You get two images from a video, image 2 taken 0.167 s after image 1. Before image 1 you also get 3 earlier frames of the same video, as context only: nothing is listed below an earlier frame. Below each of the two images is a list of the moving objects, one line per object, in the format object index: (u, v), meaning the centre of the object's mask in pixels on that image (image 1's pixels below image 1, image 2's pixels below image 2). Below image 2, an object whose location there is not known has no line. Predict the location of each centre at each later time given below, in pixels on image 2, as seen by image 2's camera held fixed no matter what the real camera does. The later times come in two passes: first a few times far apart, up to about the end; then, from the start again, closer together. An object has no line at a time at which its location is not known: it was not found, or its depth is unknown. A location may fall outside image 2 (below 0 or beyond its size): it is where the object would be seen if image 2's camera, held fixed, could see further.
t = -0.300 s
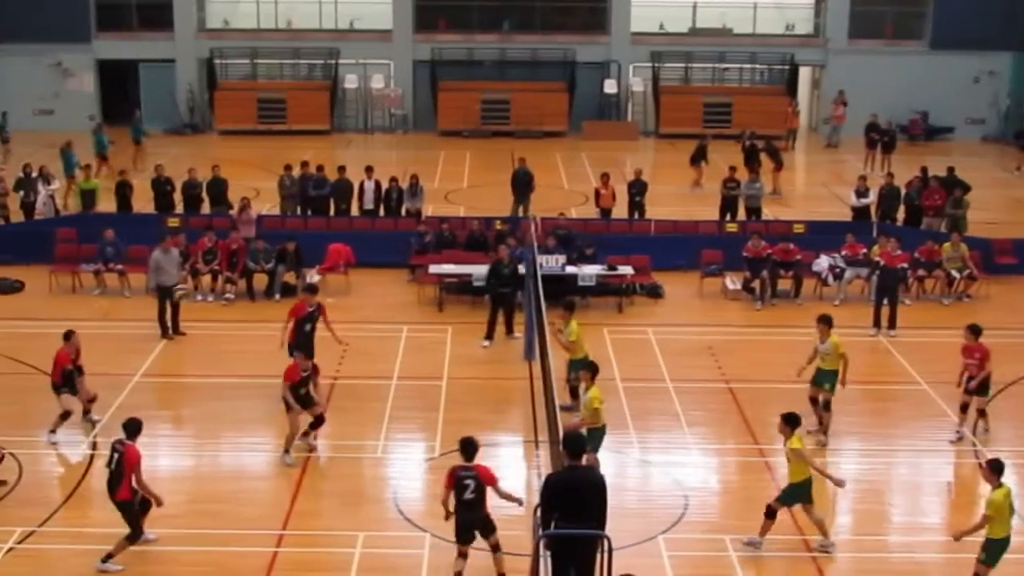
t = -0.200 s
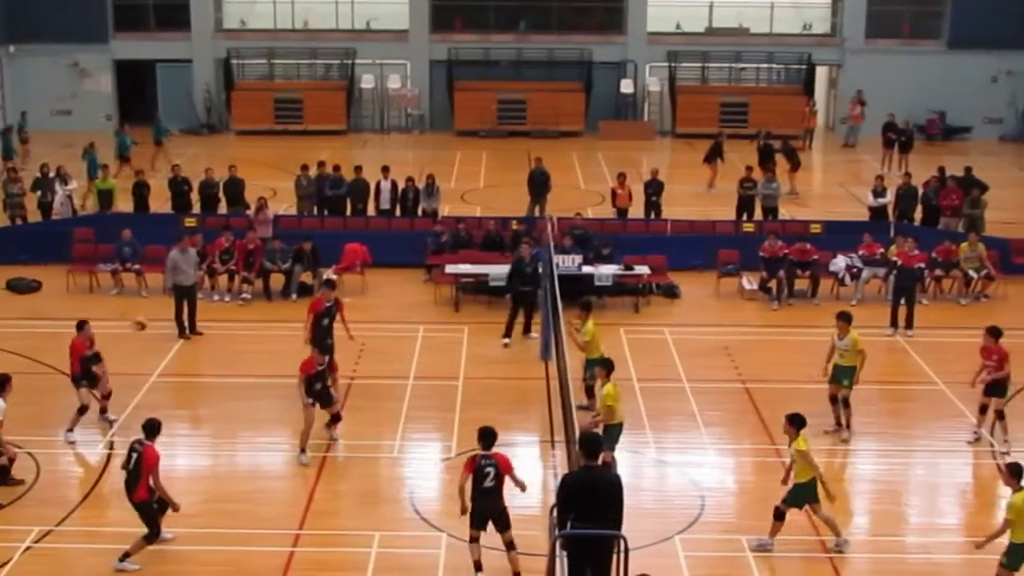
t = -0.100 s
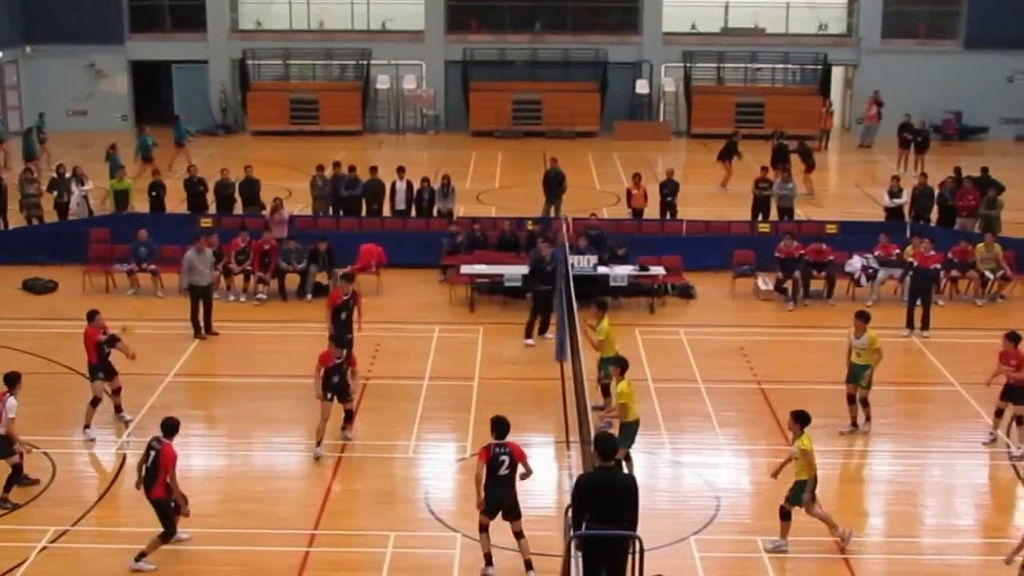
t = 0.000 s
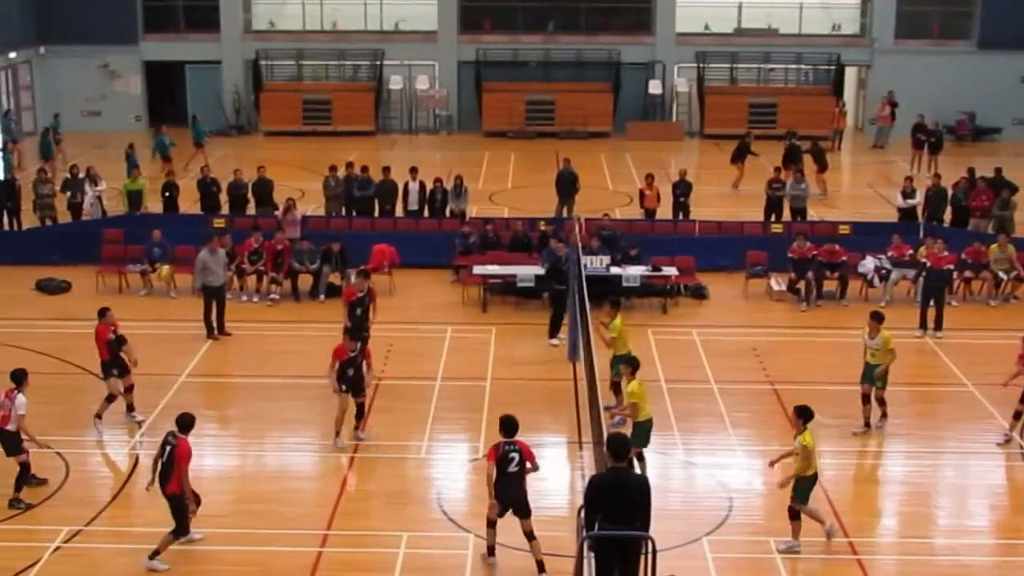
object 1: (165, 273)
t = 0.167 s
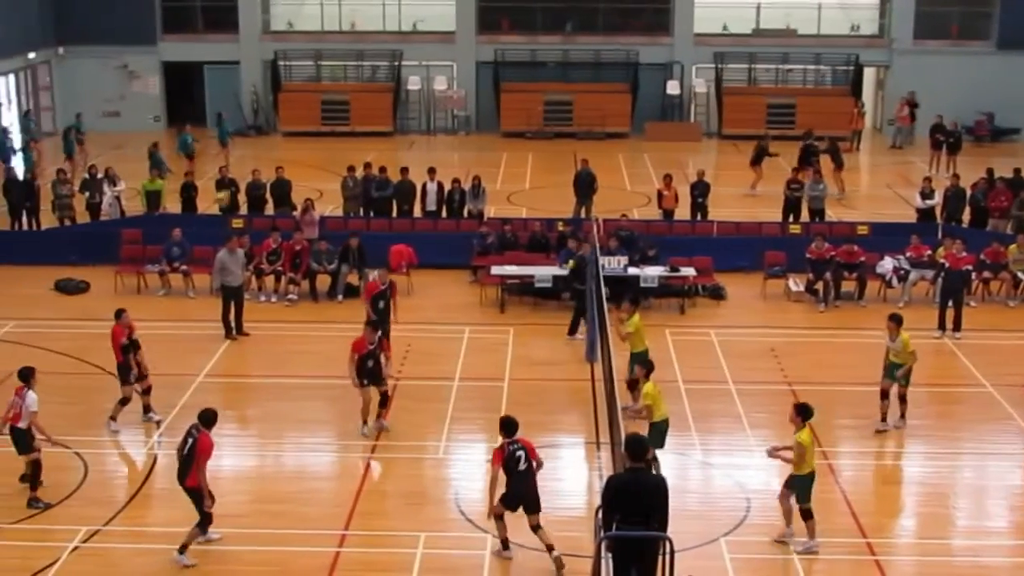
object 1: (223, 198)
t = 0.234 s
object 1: (237, 173)
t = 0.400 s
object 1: (285, 123)
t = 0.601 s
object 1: (340, 93)
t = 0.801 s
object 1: (394, 92)
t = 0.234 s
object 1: (237, 173)
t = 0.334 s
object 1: (269, 139)
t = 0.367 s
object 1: (277, 131)
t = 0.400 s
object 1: (285, 123)
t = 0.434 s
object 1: (295, 114)
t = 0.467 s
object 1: (304, 109)
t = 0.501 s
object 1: (313, 105)
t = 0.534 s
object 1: (322, 100)
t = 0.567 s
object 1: (331, 96)
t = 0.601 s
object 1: (340, 93)
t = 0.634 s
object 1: (349, 91)
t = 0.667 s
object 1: (358, 90)
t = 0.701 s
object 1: (368, 89)
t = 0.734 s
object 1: (377, 89)
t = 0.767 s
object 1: (385, 91)
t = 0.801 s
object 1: (394, 92)
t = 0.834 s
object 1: (402, 95)
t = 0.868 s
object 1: (411, 102)
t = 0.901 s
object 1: (420, 106)
